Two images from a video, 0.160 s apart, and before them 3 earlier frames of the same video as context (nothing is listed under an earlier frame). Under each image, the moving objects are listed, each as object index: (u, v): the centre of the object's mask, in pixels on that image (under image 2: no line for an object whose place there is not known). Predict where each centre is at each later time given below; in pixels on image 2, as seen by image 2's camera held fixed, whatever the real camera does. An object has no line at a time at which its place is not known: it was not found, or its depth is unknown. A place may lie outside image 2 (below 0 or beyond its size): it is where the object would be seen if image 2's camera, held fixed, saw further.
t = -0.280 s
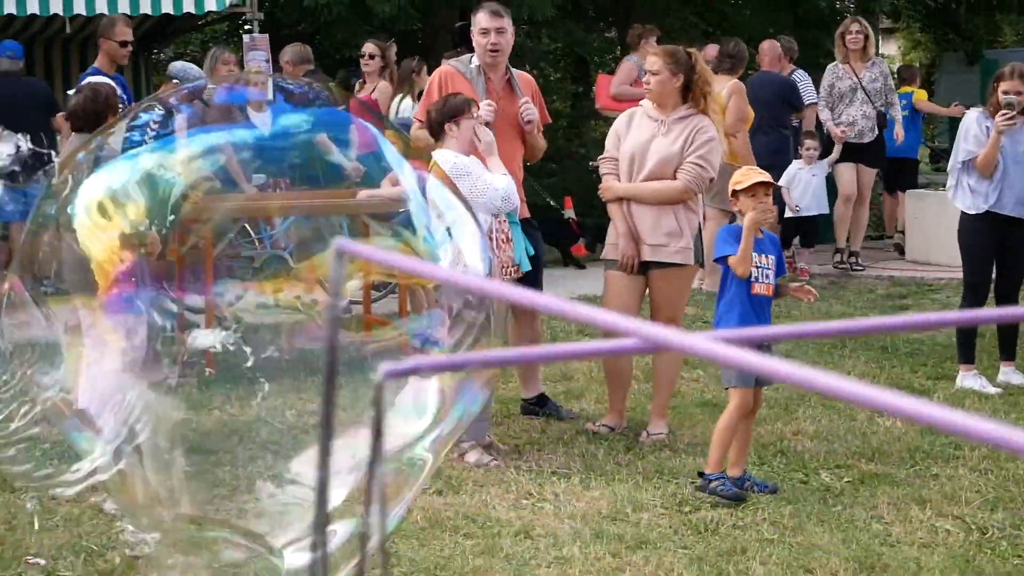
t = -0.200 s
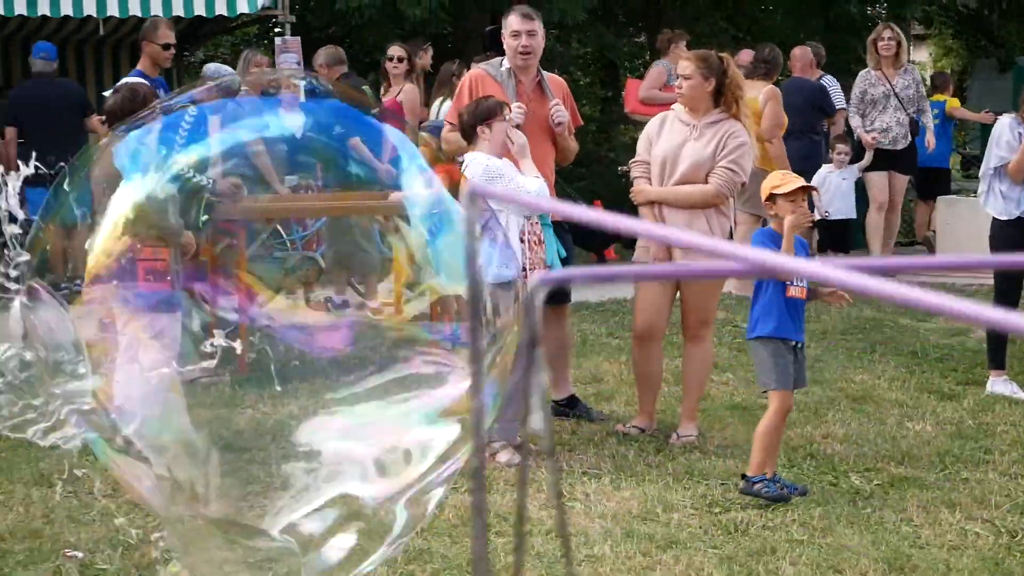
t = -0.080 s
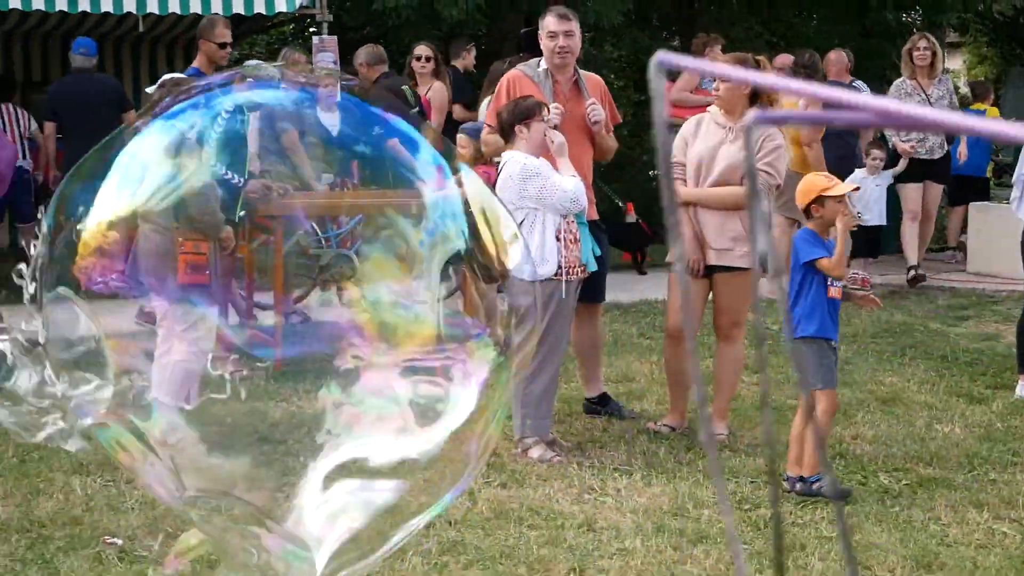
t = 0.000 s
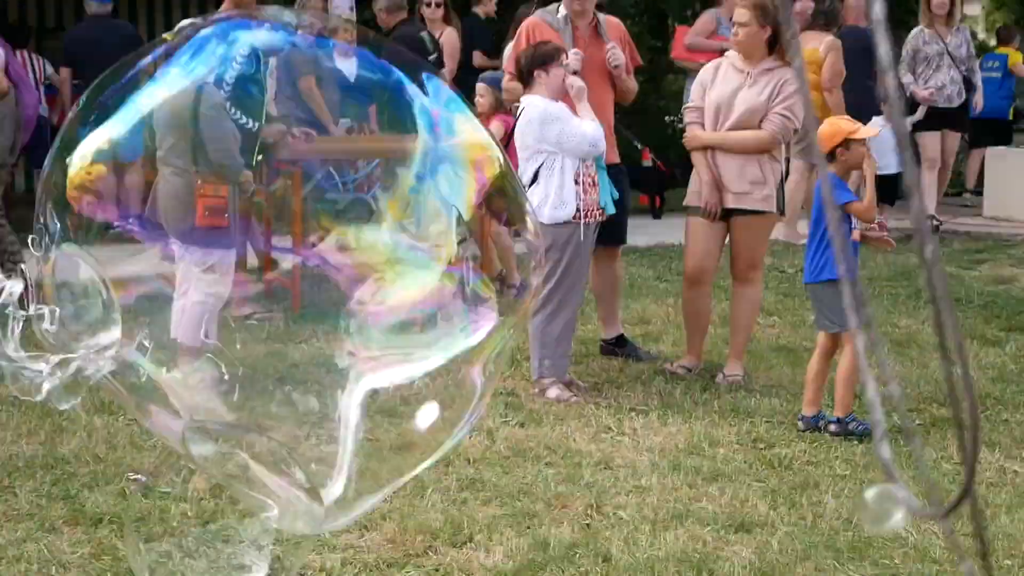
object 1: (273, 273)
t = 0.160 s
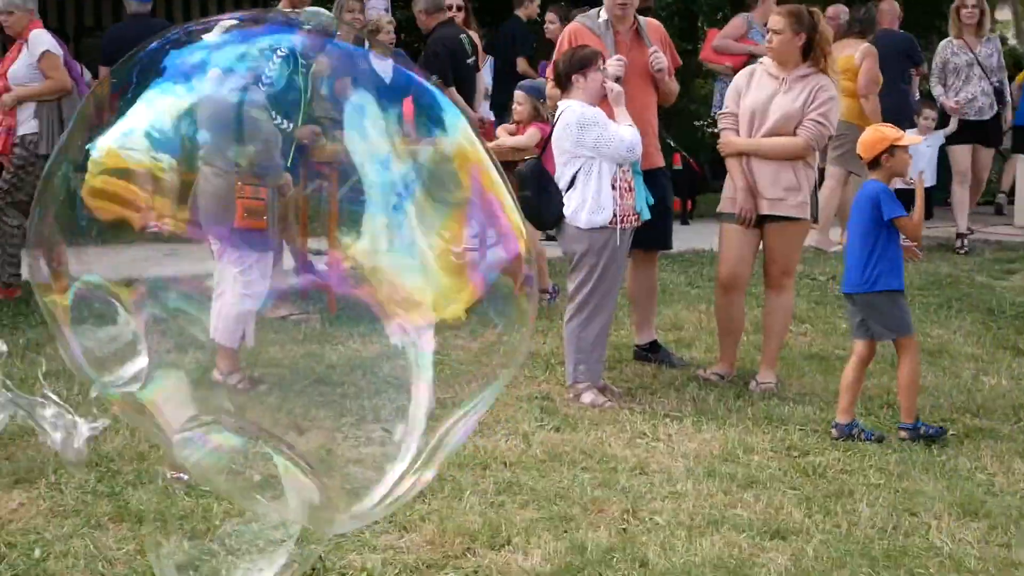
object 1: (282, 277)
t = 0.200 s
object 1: (273, 273)
